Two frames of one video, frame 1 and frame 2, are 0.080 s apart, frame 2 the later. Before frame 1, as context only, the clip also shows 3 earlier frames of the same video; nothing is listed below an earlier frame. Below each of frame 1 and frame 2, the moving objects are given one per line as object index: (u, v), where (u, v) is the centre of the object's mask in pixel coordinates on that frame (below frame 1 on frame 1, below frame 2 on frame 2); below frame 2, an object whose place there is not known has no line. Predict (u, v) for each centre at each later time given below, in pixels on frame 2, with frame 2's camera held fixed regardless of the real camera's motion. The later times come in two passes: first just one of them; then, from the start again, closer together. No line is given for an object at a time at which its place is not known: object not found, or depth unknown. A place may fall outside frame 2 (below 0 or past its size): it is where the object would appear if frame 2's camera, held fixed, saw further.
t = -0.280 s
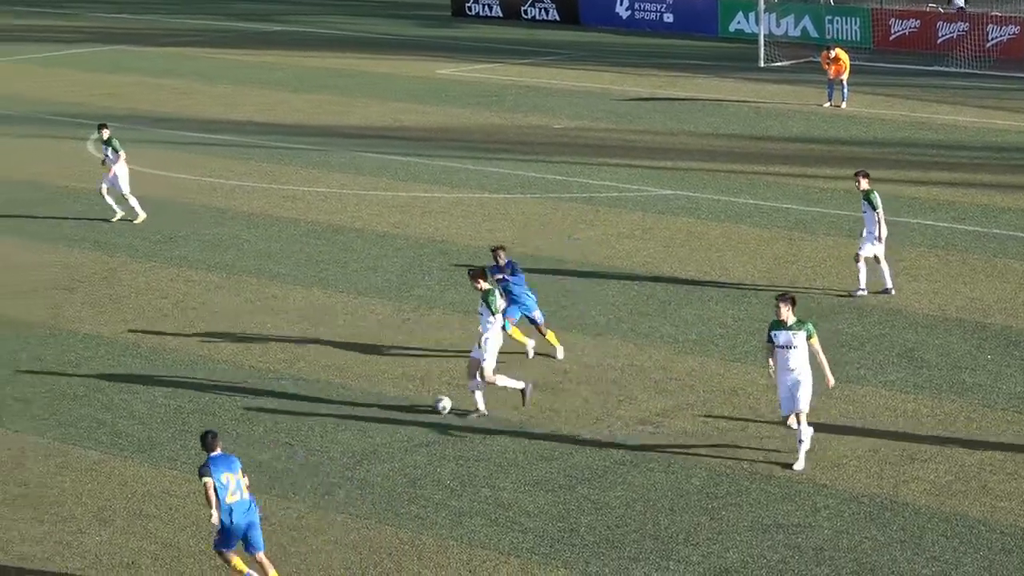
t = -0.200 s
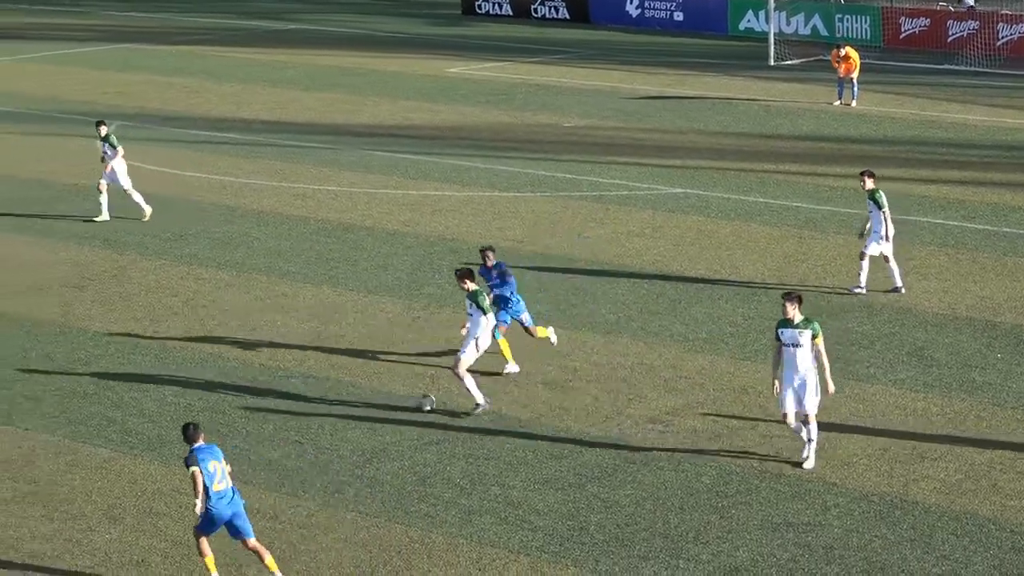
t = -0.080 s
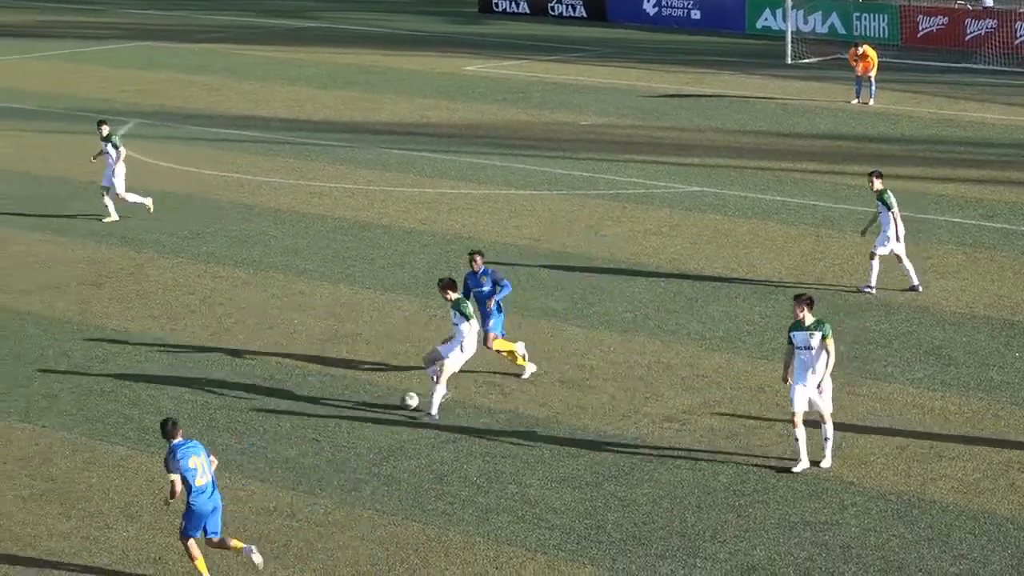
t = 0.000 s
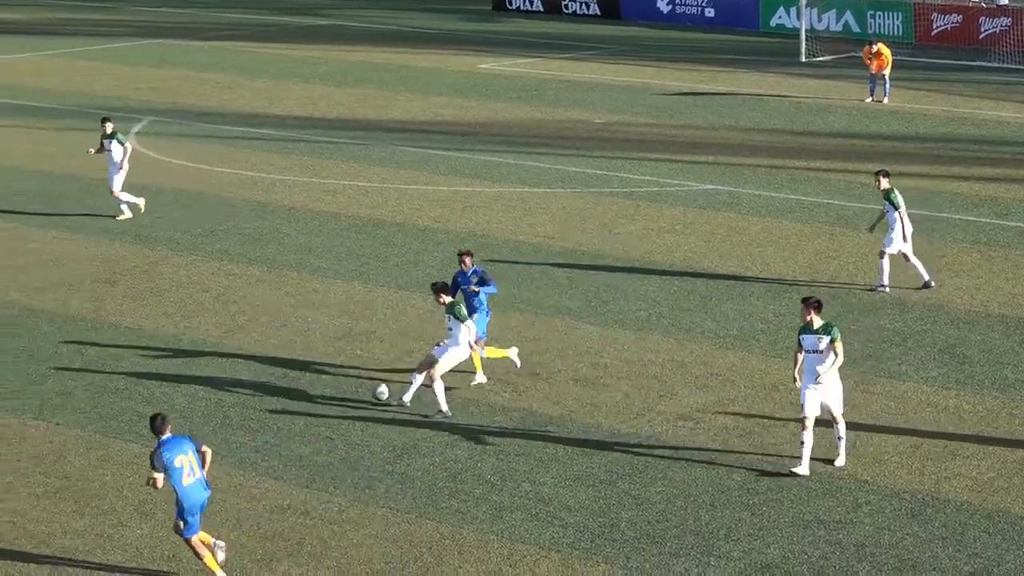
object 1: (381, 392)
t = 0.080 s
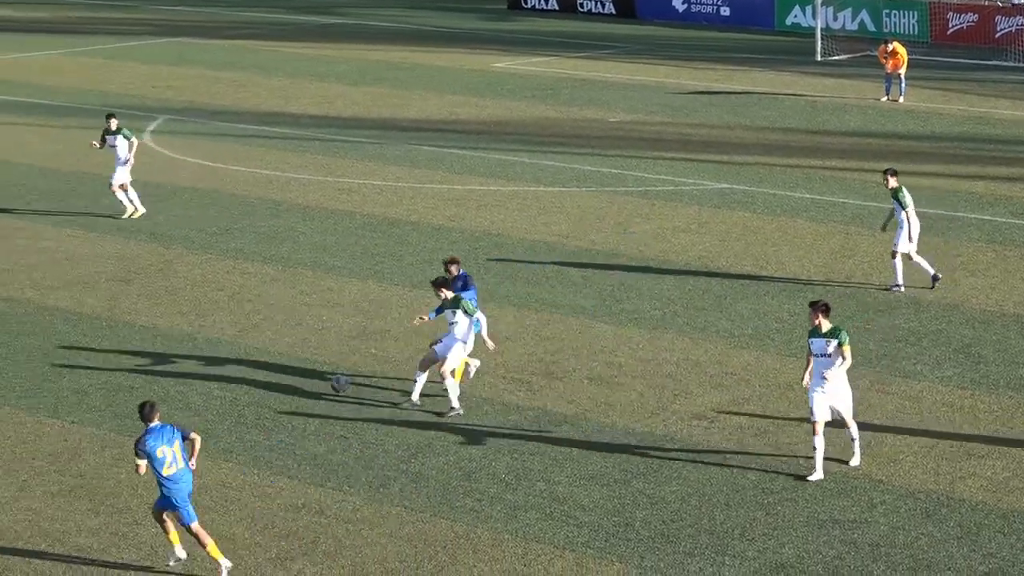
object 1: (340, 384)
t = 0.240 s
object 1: (239, 375)
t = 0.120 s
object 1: (311, 384)
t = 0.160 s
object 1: (285, 380)
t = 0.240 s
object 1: (239, 375)
